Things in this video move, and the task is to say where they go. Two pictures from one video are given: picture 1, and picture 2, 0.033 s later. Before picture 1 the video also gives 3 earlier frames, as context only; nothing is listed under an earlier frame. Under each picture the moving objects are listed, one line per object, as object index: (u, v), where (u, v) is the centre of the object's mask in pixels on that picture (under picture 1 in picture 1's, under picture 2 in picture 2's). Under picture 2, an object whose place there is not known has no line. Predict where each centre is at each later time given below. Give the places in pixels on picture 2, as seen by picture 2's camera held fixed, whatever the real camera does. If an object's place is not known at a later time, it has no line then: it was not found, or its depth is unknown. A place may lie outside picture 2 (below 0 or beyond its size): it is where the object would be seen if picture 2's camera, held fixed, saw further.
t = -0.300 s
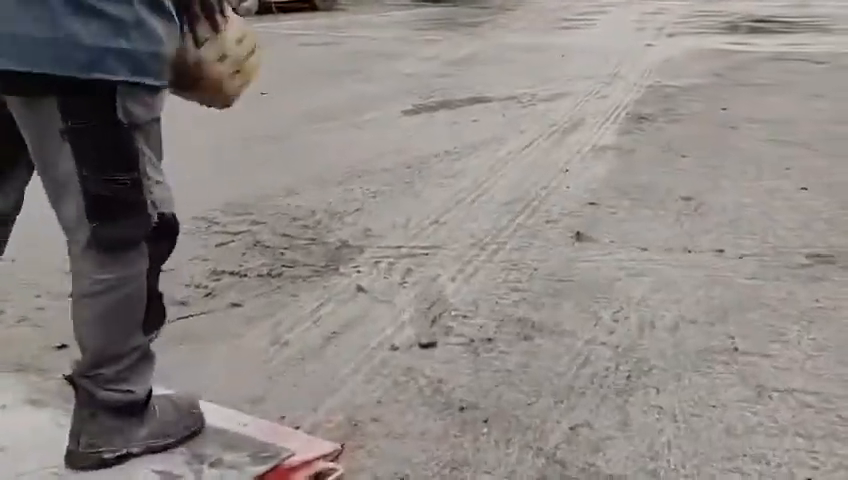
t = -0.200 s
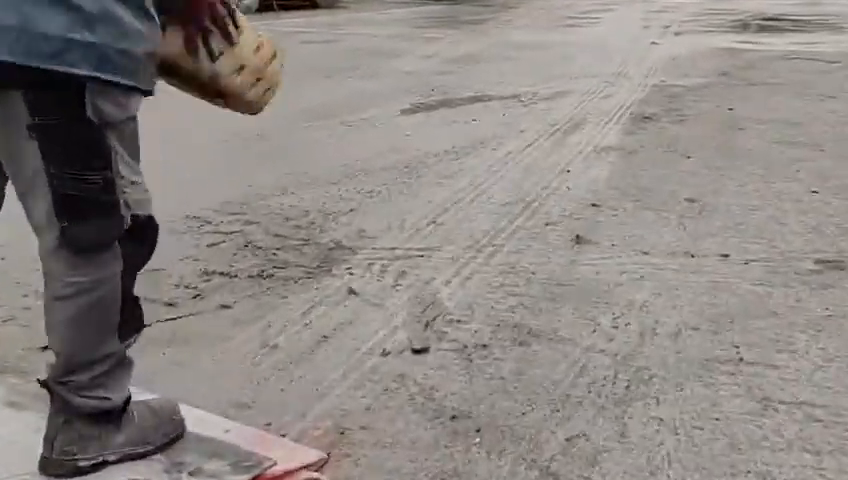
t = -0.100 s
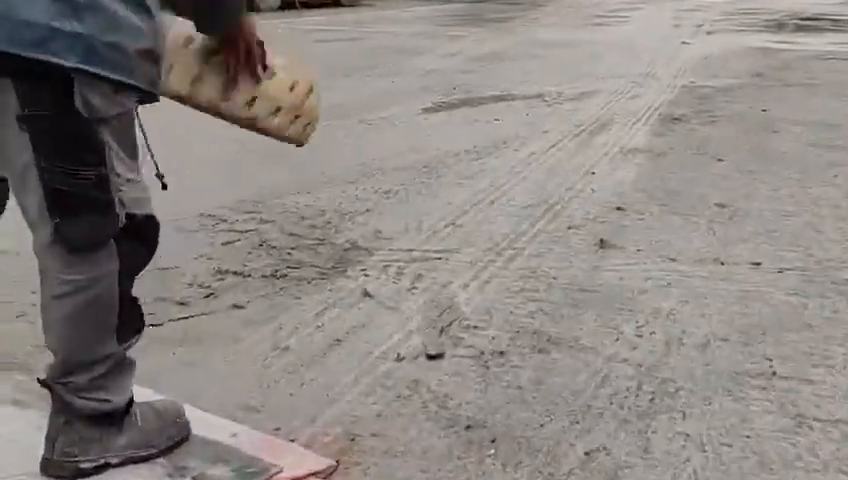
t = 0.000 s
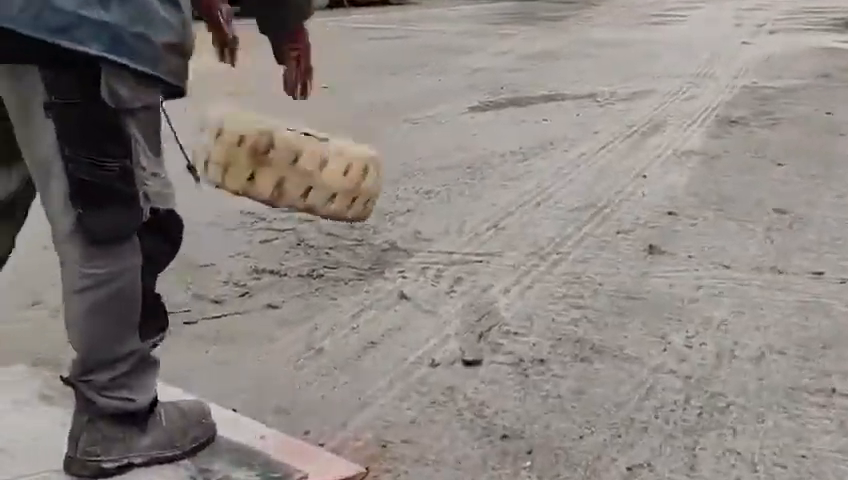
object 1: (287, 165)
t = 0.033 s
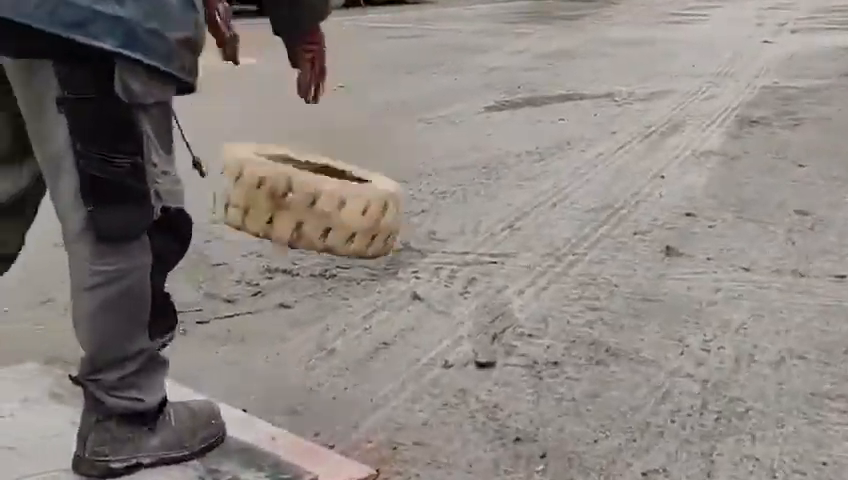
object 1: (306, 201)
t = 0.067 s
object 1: (317, 242)
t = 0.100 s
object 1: (328, 288)
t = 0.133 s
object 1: (336, 337)
